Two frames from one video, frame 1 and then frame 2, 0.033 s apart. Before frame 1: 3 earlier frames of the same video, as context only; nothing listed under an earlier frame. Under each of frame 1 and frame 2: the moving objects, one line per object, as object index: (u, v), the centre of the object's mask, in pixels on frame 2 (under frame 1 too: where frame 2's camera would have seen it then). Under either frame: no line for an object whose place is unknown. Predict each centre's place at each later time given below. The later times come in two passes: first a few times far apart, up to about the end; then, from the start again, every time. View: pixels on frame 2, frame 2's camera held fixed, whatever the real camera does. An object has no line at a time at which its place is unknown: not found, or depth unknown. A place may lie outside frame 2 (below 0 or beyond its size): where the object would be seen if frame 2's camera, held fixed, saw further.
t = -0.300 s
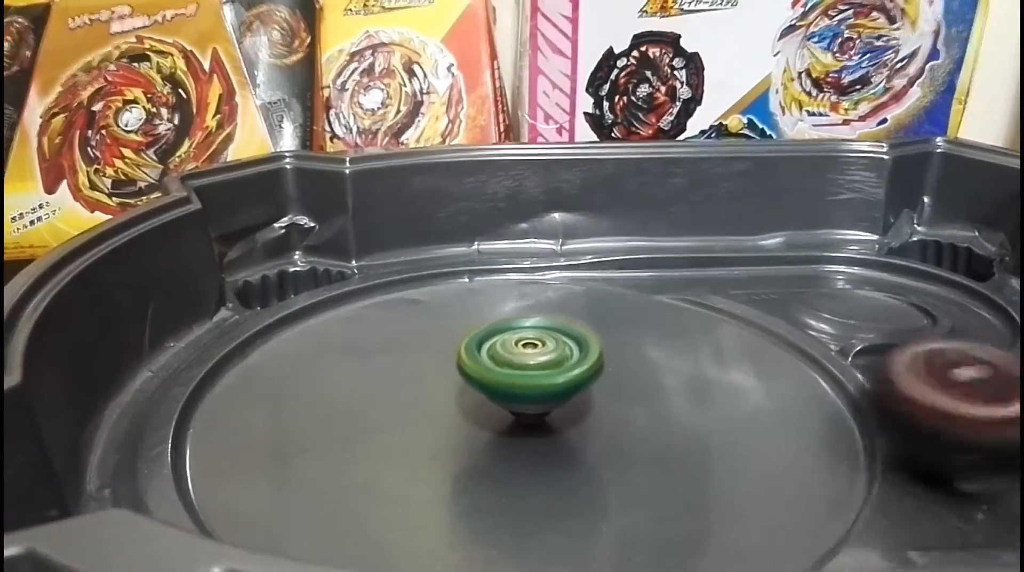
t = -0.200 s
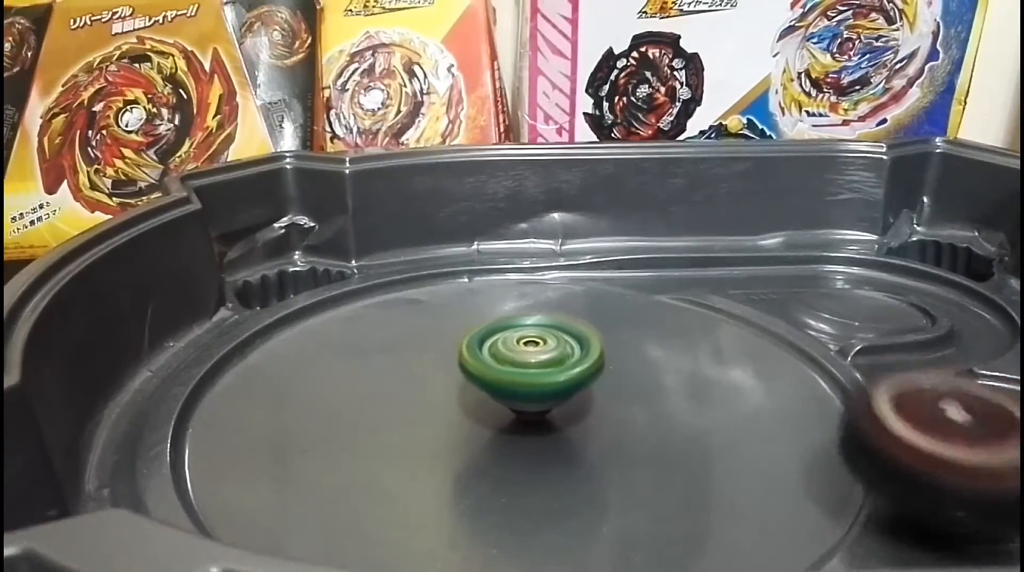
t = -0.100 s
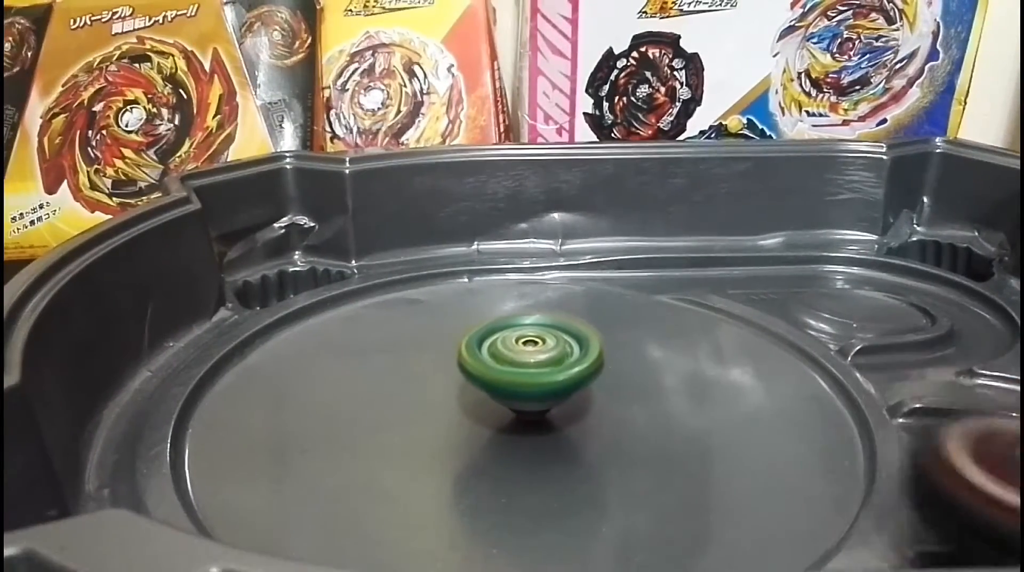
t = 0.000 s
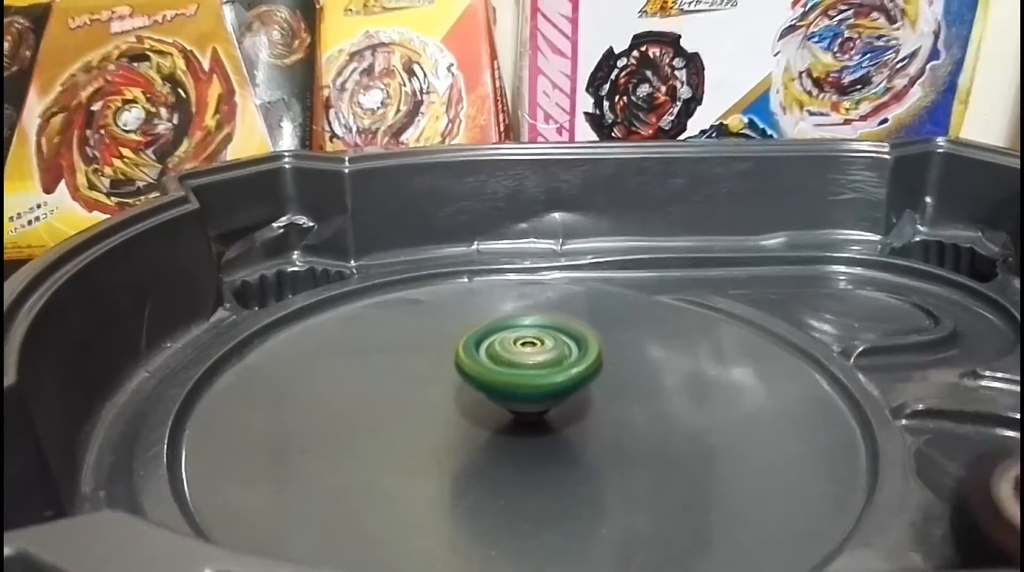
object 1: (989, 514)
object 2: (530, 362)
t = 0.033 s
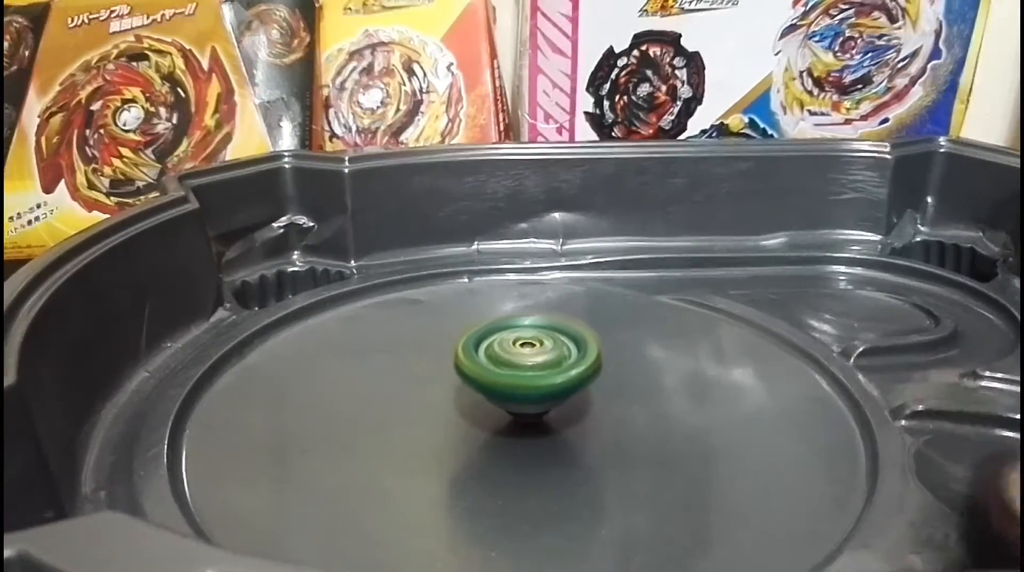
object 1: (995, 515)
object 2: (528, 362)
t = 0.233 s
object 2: (523, 365)
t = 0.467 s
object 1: (984, 350)
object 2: (525, 371)
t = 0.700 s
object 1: (909, 344)
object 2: (532, 373)
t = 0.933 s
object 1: (831, 319)
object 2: (535, 372)
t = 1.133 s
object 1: (634, 276)
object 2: (536, 370)
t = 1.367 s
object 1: (302, 328)
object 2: (537, 366)
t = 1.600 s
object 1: (316, 508)
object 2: (530, 361)
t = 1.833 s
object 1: (769, 493)
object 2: (525, 364)
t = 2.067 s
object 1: (748, 317)
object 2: (525, 370)
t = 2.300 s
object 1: (510, 256)
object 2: (528, 369)
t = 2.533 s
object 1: (277, 358)
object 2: (533, 370)
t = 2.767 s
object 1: (398, 508)
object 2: (535, 369)
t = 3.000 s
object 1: (765, 486)
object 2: (535, 367)
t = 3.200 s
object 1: (782, 348)
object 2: (534, 366)
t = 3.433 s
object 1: (581, 264)
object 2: (533, 365)
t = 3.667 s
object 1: (320, 321)
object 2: (534, 365)
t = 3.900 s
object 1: (312, 479)
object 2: (532, 365)
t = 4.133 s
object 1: (670, 507)
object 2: (528, 366)
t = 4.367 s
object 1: (769, 373)
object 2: (527, 367)
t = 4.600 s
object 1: (614, 282)
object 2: (526, 367)
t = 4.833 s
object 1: (394, 285)
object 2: (527, 367)
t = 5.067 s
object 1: (286, 390)
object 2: (529, 367)
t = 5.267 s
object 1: (437, 477)
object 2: (531, 366)
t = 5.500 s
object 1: (688, 431)
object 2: (531, 367)
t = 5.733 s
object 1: (694, 317)
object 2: (530, 367)
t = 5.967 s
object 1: (542, 273)
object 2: (528, 367)
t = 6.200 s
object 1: (383, 325)
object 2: (531, 369)
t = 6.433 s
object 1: (398, 438)
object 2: (532, 368)
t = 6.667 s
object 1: (635, 467)
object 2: (533, 367)
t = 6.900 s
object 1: (729, 370)
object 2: (534, 366)
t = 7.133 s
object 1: (623, 302)
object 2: (534, 366)
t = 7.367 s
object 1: (439, 304)
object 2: (532, 367)
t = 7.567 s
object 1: (342, 373)
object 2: (532, 367)
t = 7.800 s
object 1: (422, 464)
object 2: (531, 367)
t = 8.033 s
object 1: (643, 446)
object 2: (526, 364)
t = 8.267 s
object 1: (744, 362)
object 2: (487, 340)
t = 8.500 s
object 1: (649, 300)
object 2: (506, 325)
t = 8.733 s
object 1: (536, 280)
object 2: (456, 340)
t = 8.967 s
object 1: (441, 299)
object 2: (422, 384)
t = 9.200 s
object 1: (494, 352)
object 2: (392, 411)
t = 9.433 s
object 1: (602, 383)
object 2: (377, 412)
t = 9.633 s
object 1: (672, 361)
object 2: (402, 396)
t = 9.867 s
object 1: (636, 343)
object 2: (470, 378)
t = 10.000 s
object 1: (636, 338)
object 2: (418, 385)
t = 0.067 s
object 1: (1005, 516)
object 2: (527, 362)
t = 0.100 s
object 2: (526, 363)
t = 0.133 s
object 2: (525, 363)
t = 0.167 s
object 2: (525, 364)
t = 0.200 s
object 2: (524, 364)
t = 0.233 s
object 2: (523, 365)
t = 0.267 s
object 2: (522, 366)
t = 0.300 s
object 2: (522, 367)
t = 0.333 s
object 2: (522, 368)
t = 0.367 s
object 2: (522, 369)
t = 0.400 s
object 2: (523, 369)
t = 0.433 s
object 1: (995, 356)
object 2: (524, 370)
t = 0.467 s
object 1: (984, 350)
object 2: (525, 371)
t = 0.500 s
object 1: (971, 344)
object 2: (526, 371)
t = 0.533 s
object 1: (957, 346)
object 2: (527, 372)
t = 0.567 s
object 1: (939, 349)
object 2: (529, 372)
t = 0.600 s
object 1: (931, 347)
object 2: (529, 373)
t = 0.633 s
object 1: (926, 345)
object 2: (530, 373)
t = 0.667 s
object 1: (917, 343)
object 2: (531, 373)
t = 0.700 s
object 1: (909, 344)
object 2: (532, 373)
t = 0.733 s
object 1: (903, 345)
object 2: (533, 373)
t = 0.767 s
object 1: (896, 345)
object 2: (534, 374)
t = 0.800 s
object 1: (890, 344)
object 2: (534, 373)
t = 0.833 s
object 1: (882, 341)
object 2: (535, 373)
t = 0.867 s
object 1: (868, 336)
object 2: (535, 373)
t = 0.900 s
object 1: (850, 331)
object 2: (535, 373)
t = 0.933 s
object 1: (831, 319)
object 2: (535, 372)
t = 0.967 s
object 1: (813, 309)
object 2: (536, 372)
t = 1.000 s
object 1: (786, 299)
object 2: (536, 372)
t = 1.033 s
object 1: (757, 289)
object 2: (536, 372)
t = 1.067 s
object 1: (717, 286)
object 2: (536, 372)
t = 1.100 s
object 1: (674, 282)
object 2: (536, 370)
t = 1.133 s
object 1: (634, 276)
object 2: (536, 370)
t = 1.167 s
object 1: (587, 277)
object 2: (537, 369)
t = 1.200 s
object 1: (538, 277)
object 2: (536, 367)
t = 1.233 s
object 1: (489, 281)
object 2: (535, 366)
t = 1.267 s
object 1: (441, 290)
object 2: (535, 366)
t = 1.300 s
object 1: (393, 299)
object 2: (537, 366)
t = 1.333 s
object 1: (348, 311)
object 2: (537, 366)
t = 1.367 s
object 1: (302, 328)
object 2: (537, 366)
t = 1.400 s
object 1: (263, 352)
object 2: (536, 365)
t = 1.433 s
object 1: (233, 378)
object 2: (535, 363)
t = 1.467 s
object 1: (210, 403)
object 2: (534, 363)
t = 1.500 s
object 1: (196, 434)
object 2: (533, 362)
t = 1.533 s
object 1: (221, 460)
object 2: (533, 361)
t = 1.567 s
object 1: (263, 486)
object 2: (532, 361)
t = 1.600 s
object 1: (316, 508)
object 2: (530, 361)
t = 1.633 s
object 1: (376, 521)
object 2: (529, 361)
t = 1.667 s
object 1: (450, 530)
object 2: (528, 362)
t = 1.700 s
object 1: (525, 531)
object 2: (527, 362)
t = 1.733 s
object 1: (605, 528)
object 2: (527, 363)
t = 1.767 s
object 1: (674, 521)
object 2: (526, 364)
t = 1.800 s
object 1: (727, 511)
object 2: (526, 364)
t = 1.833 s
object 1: (769, 493)
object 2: (525, 364)
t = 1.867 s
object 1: (796, 463)
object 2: (525, 365)
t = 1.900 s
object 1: (810, 437)
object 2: (524, 366)
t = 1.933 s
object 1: (810, 407)
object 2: (524, 366)
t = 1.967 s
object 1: (803, 381)
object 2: (524, 367)
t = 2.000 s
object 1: (791, 359)
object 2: (523, 368)
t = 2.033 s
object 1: (771, 333)
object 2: (524, 369)
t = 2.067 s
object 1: (748, 317)
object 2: (525, 370)
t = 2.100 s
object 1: (724, 299)
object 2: (526, 370)
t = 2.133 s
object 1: (697, 286)
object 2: (527, 371)
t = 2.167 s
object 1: (663, 275)
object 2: (527, 370)
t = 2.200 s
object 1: (629, 265)
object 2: (527, 371)
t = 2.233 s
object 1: (590, 252)
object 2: (528, 370)
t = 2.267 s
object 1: (552, 253)
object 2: (528, 371)
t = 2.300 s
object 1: (510, 256)
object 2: (528, 369)
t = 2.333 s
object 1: (466, 262)
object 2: (528, 370)
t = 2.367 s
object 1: (427, 271)
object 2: (529, 370)
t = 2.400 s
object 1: (388, 284)
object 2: (530, 371)
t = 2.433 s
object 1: (356, 294)
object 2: (531, 371)
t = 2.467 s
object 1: (322, 316)
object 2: (532, 371)
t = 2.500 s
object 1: (297, 336)
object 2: (533, 370)
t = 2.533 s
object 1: (277, 358)
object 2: (533, 370)
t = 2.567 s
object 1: (265, 381)
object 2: (533, 370)
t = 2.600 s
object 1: (260, 405)
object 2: (534, 369)
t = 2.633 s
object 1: (263, 428)
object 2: (534, 370)
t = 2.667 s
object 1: (278, 458)
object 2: (534, 370)
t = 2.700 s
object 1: (311, 482)
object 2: (534, 369)
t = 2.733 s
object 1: (349, 495)
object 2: (535, 369)
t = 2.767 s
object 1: (398, 508)
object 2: (535, 369)
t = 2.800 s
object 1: (454, 516)
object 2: (536, 368)
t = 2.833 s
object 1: (510, 520)
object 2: (536, 368)
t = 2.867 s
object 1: (578, 519)
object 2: (536, 367)
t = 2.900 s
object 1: (632, 515)
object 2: (535, 367)
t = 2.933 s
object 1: (690, 509)
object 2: (535, 367)
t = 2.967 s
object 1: (731, 500)
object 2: (535, 367)
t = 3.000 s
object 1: (765, 486)
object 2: (535, 367)
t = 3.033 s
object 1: (790, 461)
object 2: (534, 367)
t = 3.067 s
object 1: (805, 436)
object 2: (534, 367)
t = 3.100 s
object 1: (809, 411)
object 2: (534, 366)
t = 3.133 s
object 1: (806, 388)
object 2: (534, 366)
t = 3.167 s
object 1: (798, 366)
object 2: (534, 367)
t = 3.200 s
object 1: (782, 348)
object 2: (534, 366)
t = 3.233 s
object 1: (763, 330)
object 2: (534, 366)
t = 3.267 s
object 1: (742, 312)
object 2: (533, 366)
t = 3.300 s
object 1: (714, 300)
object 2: (533, 366)
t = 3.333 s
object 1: (685, 289)
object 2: (533, 366)
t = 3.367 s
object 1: (653, 279)
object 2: (533, 366)
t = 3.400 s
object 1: (620, 271)
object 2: (533, 366)
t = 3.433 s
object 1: (581, 264)
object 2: (533, 365)
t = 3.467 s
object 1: (542, 259)
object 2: (533, 365)
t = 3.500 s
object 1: (498, 262)
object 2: (532, 364)
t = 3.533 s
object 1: (456, 266)
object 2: (532, 365)
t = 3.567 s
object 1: (418, 278)
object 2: (533, 365)
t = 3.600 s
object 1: (382, 289)
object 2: (534, 365)
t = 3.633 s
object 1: (348, 303)
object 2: (533, 365)
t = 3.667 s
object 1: (320, 321)
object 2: (534, 365)
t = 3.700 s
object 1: (296, 339)
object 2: (534, 365)
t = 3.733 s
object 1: (274, 363)
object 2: (533, 365)
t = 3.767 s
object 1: (263, 385)
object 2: (533, 365)
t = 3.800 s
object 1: (257, 407)
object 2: (533, 365)
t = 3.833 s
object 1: (263, 430)
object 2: (533, 365)
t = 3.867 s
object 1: (280, 461)
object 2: (532, 365)
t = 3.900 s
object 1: (312, 479)
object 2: (532, 365)
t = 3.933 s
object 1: (353, 495)
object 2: (532, 365)
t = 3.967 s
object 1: (398, 507)
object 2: (531, 365)
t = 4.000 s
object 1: (455, 516)
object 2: (531, 365)
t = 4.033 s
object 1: (508, 518)
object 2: (530, 365)
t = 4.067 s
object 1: (566, 517)
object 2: (529, 366)
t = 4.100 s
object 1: (623, 513)
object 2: (528, 366)
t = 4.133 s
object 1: (670, 507)
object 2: (528, 366)
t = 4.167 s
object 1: (711, 495)
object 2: (528, 366)
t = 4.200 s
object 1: (741, 483)
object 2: (527, 367)
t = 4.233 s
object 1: (764, 454)
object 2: (527, 367)
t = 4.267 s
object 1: (777, 436)
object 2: (527, 367)
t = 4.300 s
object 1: (780, 414)
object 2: (527, 367)
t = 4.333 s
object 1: (778, 392)
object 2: (527, 367)
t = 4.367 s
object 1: (769, 373)
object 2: (527, 367)
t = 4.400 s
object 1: (754, 356)
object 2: (526, 368)
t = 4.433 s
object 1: (738, 339)
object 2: (526, 368)
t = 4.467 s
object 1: (719, 322)
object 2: (526, 368)
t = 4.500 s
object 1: (695, 309)
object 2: (526, 368)
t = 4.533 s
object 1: (672, 297)
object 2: (526, 368)
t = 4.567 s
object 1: (643, 291)
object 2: (526, 368)
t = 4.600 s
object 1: (614, 282)
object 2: (526, 367)
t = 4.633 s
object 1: (583, 278)
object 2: (526, 367)
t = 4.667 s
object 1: (553, 273)
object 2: (526, 367)
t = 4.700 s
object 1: (516, 272)
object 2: (526, 366)
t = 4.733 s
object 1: (483, 273)
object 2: (526, 366)
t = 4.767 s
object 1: (452, 274)
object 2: (526, 366)
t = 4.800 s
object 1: (423, 278)
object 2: (526, 366)
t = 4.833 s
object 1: (394, 285)
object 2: (527, 367)
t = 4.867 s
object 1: (367, 294)
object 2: (527, 367)
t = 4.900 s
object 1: (343, 307)
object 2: (527, 367)
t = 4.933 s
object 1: (322, 323)
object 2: (527, 367)
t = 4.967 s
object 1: (305, 339)
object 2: (528, 367)
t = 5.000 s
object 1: (291, 354)
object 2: (528, 367)
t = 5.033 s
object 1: (284, 372)
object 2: (528, 367)
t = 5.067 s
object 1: (286, 390)
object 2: (529, 367)
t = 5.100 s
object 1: (294, 406)
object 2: (529, 367)
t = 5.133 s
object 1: (310, 424)
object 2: (530, 367)
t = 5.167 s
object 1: (332, 440)
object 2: (530, 367)
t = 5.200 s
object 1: (360, 453)
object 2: (531, 367)
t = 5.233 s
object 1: (401, 467)
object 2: (531, 366)
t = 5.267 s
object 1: (437, 477)
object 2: (531, 366)
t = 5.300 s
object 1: (481, 483)
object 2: (532, 364)
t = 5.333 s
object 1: (524, 482)
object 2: (532, 362)
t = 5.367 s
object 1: (564, 480)
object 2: (532, 362)
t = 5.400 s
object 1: (604, 470)
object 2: (531, 364)
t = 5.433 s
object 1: (635, 460)
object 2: (531, 367)
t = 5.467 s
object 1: (664, 446)
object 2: (531, 367)
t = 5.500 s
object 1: (688, 431)
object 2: (531, 367)
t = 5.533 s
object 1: (706, 413)
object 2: (531, 367)
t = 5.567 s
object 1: (718, 394)
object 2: (531, 367)
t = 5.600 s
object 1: (720, 378)
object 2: (531, 367)
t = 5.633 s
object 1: (718, 361)
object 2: (531, 367)
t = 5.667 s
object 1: (712, 346)
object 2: (530, 367)
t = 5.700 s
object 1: (704, 331)
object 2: (530, 367)
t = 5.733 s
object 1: (694, 317)
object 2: (530, 367)
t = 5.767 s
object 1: (678, 308)
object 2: (530, 367)
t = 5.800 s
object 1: (660, 298)
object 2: (529, 367)
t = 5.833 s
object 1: (642, 290)
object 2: (529, 367)
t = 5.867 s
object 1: (618, 282)
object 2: (529, 367)
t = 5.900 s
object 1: (595, 277)
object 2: (529, 367)
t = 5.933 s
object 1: (569, 273)
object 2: (528, 367)
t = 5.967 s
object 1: (542, 273)
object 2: (528, 367)
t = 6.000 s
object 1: (513, 275)
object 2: (527, 367)
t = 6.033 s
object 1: (486, 278)
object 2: (527, 367)
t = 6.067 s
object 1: (460, 284)
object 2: (527, 368)
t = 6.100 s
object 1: (437, 290)
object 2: (527, 368)
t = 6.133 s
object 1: (415, 299)
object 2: (529, 369)
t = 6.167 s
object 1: (396, 310)
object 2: (530, 368)
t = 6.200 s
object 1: (383, 325)
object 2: (531, 369)
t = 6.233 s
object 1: (370, 344)
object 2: (531, 369)
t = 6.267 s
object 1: (363, 357)
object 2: (531, 369)
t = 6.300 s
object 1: (357, 372)
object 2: (531, 369)
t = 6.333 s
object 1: (358, 388)
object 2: (531, 368)
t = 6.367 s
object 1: (364, 402)
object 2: (531, 368)
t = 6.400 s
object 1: (378, 419)
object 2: (532, 368)
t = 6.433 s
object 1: (398, 438)
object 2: (532, 368)
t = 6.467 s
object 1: (424, 452)
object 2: (533, 367)
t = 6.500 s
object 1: (457, 464)
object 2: (534, 363)
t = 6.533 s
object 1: (492, 471)
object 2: (534, 361)
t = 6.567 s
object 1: (528, 476)
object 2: (533, 361)
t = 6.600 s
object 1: (565, 476)
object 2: (532, 362)
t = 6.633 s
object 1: (602, 472)
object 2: (532, 363)
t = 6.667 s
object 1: (635, 467)
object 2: (533, 367)
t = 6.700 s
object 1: (663, 458)
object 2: (533, 367)
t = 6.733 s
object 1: (688, 445)
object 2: (533, 367)
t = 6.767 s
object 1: (710, 432)
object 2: (534, 367)
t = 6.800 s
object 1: (726, 415)
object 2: (533, 367)
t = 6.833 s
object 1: (734, 400)
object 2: (534, 367)
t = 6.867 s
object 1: (735, 384)
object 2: (534, 367)
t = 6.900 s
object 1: (729, 370)
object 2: (534, 366)
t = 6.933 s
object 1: (718, 357)
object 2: (534, 366)
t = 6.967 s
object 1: (706, 346)
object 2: (534, 366)
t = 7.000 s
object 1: (695, 332)
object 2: (533, 367)
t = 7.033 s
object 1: (679, 324)
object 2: (533, 367)
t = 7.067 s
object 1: (659, 318)
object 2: (534, 366)
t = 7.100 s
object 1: (642, 310)
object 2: (534, 367)
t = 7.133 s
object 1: (623, 302)
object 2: (534, 366)
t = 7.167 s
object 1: (600, 295)
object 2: (534, 367)
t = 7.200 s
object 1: (574, 291)
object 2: (534, 366)
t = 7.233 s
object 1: (547, 287)
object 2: (534, 366)
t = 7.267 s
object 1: (518, 287)
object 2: (533, 365)
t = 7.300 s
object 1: (487, 292)
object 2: (533, 365)
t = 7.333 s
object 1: (461, 299)
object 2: (532, 367)
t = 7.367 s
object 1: (439, 304)
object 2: (532, 367)
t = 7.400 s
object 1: (419, 312)
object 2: (532, 366)
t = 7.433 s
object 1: (400, 322)
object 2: (533, 367)
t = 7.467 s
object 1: (382, 333)
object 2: (533, 367)
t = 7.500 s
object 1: (366, 344)
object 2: (533, 367)
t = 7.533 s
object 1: (353, 360)
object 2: (533, 367)
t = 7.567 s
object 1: (342, 373)
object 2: (532, 367)
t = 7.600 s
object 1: (336, 383)
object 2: (532, 366)
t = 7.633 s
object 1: (335, 397)
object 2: (532, 366)
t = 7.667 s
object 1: (341, 412)
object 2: (532, 367)
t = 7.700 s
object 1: (352, 427)
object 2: (532, 366)
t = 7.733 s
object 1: (372, 440)
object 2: (531, 366)
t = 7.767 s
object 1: (398, 452)
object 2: (531, 367)
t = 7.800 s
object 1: (422, 464)
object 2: (531, 367)
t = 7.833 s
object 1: (453, 470)
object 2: (531, 365)
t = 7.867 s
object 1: (490, 474)
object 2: (531, 362)
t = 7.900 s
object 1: (525, 475)
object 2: (530, 361)
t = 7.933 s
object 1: (557, 471)
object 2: (529, 360)
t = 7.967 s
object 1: (590, 463)
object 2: (527, 361)
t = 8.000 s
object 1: (616, 453)
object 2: (526, 364)
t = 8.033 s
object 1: (643, 446)
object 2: (526, 364)
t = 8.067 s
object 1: (679, 436)
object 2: (517, 358)
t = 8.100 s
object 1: (703, 426)
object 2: (509, 353)
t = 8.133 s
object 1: (721, 415)
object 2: (502, 349)
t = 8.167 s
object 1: (735, 402)
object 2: (496, 346)
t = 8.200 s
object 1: (743, 388)
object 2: (491, 344)
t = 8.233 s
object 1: (746, 375)
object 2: (488, 342)
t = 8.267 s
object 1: (744, 362)
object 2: (487, 340)
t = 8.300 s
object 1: (737, 352)
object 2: (487, 338)
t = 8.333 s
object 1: (729, 342)
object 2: (489, 336)
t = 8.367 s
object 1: (719, 329)
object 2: (491, 334)
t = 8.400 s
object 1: (704, 320)
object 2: (495, 332)
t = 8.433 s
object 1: (689, 311)
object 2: (498, 330)
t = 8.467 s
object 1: (671, 305)
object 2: (502, 328)
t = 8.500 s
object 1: (649, 300)
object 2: (506, 325)
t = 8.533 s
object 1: (629, 297)
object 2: (508, 323)
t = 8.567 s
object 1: (616, 292)
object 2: (496, 324)
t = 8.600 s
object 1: (603, 287)
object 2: (478, 329)
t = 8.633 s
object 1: (586, 283)
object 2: (468, 332)
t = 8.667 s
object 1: (570, 280)
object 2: (463, 335)
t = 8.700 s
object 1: (553, 279)
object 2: (459, 337)
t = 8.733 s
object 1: (536, 280)
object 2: (456, 340)
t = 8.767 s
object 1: (521, 281)
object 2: (454, 342)
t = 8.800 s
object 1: (505, 282)
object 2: (451, 344)
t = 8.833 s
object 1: (489, 283)
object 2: (445, 350)
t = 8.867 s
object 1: (474, 284)
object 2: (441, 354)
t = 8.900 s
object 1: (460, 288)
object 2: (434, 363)
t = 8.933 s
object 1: (449, 294)
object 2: (426, 375)
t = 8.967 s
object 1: (441, 299)
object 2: (422, 384)
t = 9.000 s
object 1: (437, 305)
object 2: (419, 391)
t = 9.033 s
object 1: (438, 311)
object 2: (416, 397)
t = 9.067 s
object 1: (443, 317)
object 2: (413, 402)
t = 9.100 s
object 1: (451, 322)
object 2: (408, 404)
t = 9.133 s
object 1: (464, 329)
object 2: (404, 407)
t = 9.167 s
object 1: (480, 342)
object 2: (398, 410)
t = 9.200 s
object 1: (494, 352)
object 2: (392, 411)
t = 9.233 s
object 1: (506, 360)
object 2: (388, 414)
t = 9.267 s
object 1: (519, 368)
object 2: (383, 415)
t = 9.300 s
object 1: (531, 374)
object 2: (380, 415)
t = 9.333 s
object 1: (547, 378)
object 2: (377, 416)
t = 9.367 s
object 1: (566, 382)
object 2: (376, 416)
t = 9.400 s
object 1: (584, 383)
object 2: (375, 415)
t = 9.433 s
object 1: (602, 383)
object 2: (377, 412)
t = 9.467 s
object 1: (619, 381)
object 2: (380, 409)
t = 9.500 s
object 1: (634, 379)
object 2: (384, 407)
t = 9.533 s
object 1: (648, 375)
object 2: (388, 404)
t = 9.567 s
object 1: (659, 371)
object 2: (392, 402)
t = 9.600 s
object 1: (667, 367)
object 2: (396, 399)
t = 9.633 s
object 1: (672, 361)
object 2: (402, 396)
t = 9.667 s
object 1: (673, 357)
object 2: (408, 393)
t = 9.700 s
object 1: (674, 351)
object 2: (417, 390)
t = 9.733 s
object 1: (670, 347)
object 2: (426, 388)
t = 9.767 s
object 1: (665, 345)
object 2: (437, 385)
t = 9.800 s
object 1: (657, 342)
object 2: (447, 383)
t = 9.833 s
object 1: (647, 342)
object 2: (459, 381)
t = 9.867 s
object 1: (636, 343)
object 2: (470, 378)
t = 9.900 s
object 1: (624, 343)
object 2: (482, 377)
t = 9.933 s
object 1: (618, 345)
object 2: (488, 375)
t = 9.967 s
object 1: (626, 342)
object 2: (451, 379)
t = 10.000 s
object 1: (636, 338)
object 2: (418, 385)
